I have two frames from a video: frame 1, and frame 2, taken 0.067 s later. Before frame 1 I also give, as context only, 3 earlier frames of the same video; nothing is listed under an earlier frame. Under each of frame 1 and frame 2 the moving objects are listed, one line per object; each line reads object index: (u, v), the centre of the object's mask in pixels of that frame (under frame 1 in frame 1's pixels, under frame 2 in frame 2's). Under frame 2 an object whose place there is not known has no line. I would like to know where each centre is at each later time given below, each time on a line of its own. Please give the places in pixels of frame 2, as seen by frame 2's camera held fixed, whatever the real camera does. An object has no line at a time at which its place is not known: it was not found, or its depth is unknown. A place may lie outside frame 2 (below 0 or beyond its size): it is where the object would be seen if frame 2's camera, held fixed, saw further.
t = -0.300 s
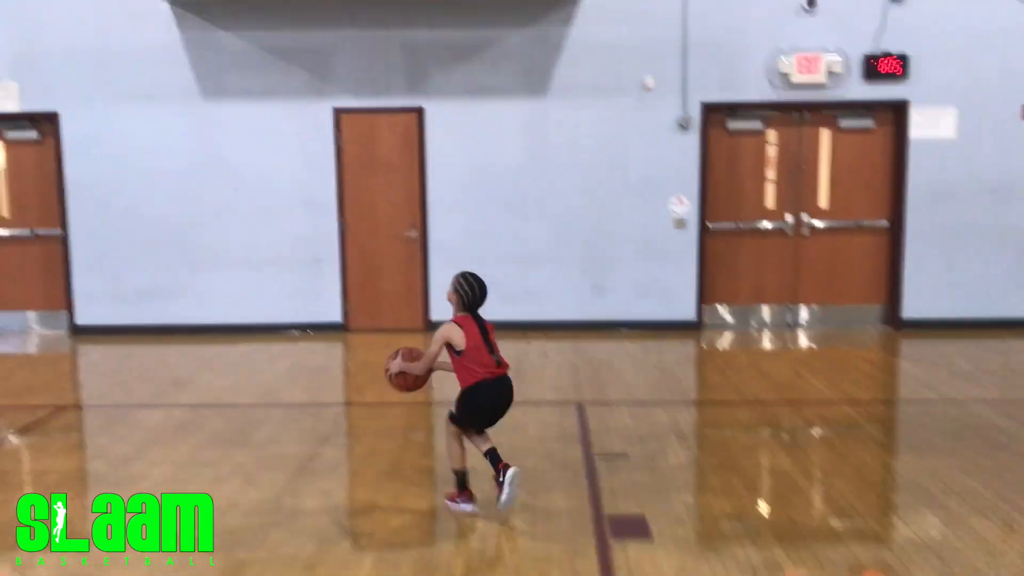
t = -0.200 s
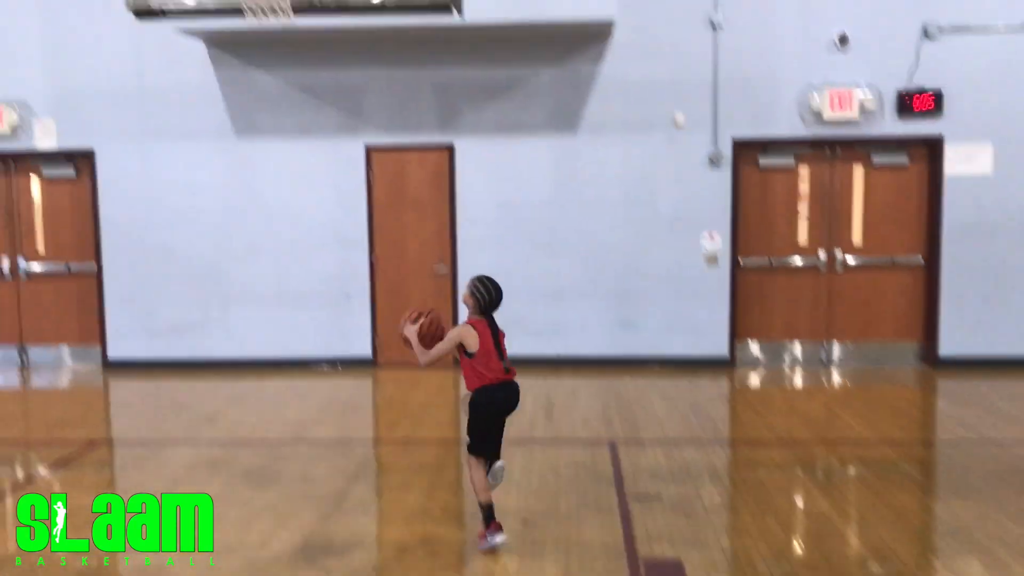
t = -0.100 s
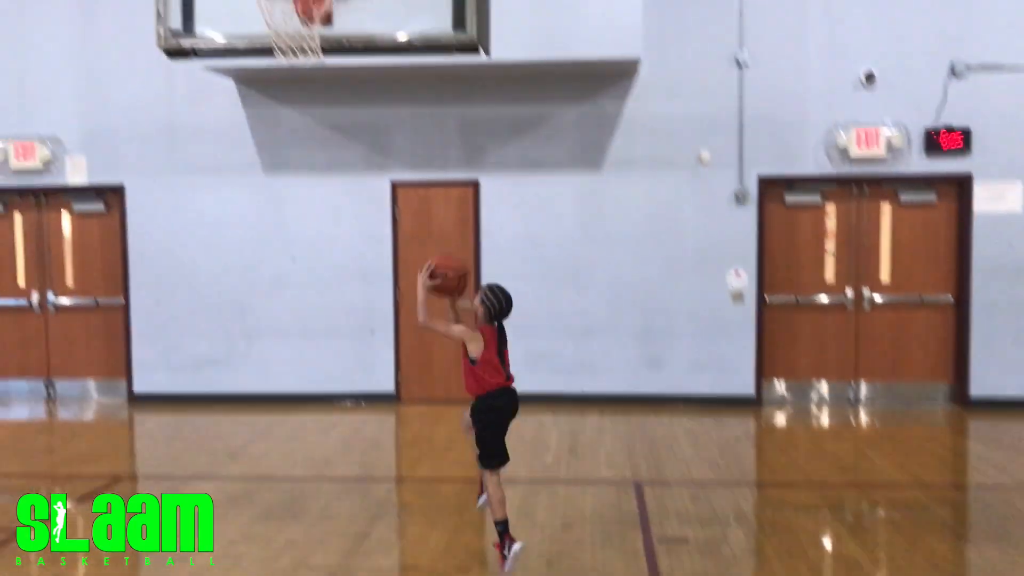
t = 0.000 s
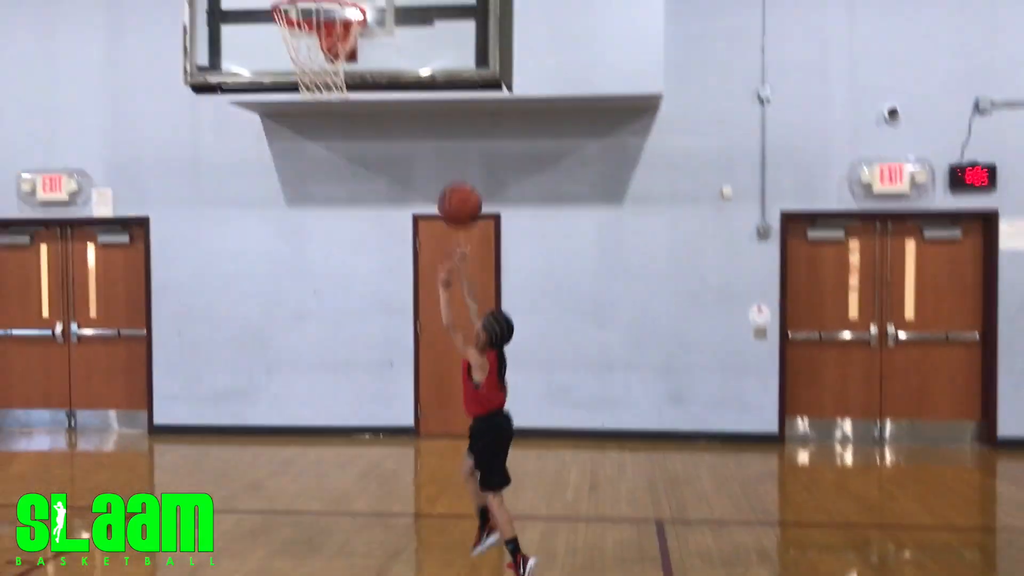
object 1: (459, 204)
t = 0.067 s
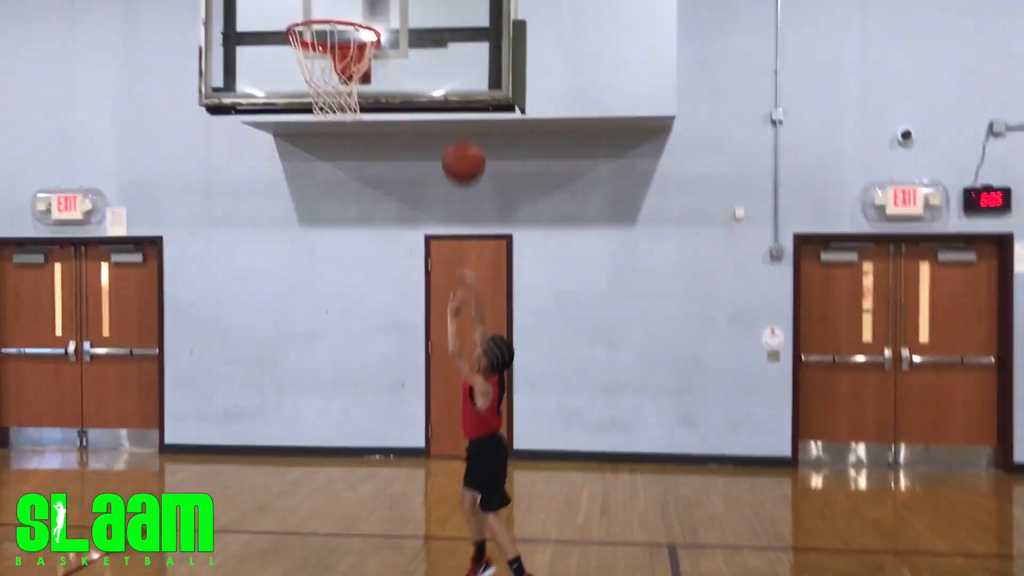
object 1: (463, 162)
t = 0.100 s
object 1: (458, 133)
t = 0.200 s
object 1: (444, 55)
